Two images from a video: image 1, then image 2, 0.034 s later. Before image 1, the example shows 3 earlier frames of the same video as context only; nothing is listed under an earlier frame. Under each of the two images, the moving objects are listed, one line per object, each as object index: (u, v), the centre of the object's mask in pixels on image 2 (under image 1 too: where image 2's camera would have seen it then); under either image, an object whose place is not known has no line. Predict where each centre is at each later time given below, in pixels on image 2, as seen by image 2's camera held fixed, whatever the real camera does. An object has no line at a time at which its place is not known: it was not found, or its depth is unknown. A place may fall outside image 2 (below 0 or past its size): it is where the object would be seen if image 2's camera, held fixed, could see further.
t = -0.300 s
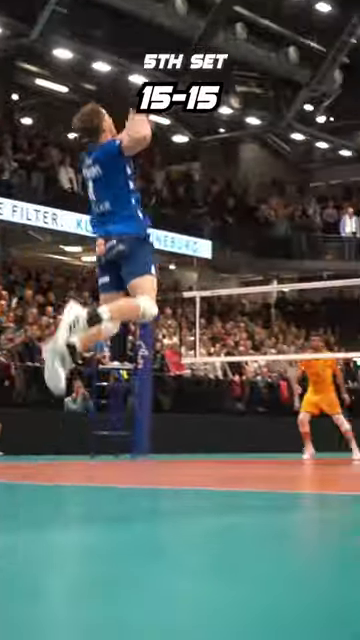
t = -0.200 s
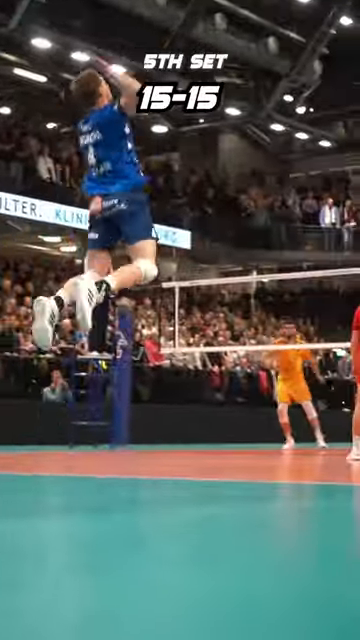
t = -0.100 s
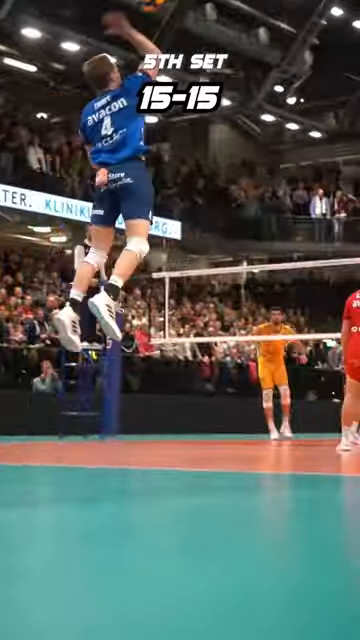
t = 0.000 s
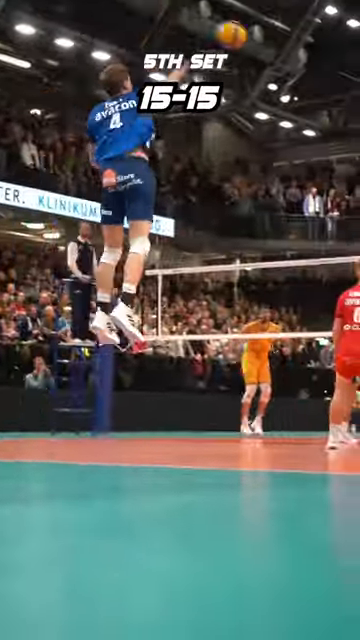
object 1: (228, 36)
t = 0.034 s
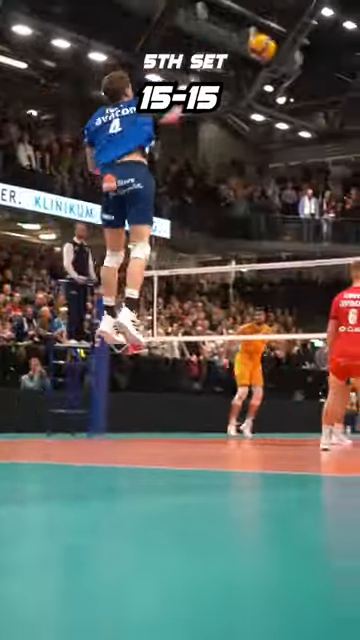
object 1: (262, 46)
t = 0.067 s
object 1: (291, 60)
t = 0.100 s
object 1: (319, 71)
